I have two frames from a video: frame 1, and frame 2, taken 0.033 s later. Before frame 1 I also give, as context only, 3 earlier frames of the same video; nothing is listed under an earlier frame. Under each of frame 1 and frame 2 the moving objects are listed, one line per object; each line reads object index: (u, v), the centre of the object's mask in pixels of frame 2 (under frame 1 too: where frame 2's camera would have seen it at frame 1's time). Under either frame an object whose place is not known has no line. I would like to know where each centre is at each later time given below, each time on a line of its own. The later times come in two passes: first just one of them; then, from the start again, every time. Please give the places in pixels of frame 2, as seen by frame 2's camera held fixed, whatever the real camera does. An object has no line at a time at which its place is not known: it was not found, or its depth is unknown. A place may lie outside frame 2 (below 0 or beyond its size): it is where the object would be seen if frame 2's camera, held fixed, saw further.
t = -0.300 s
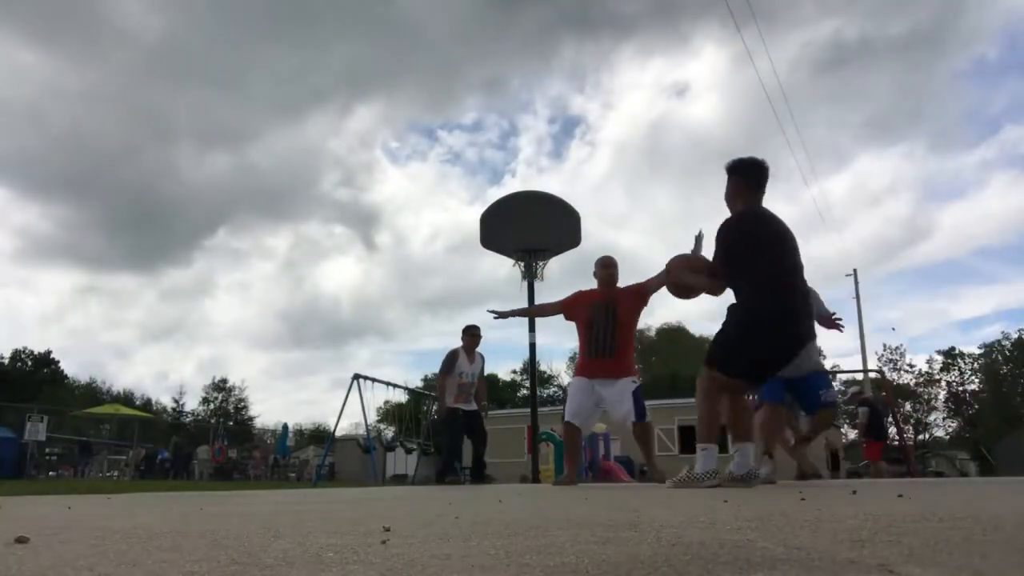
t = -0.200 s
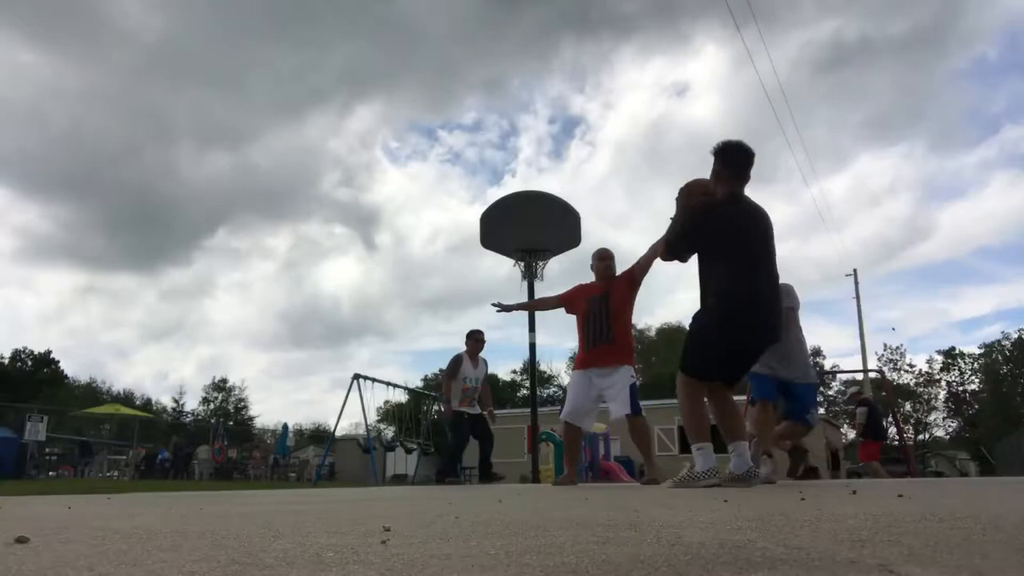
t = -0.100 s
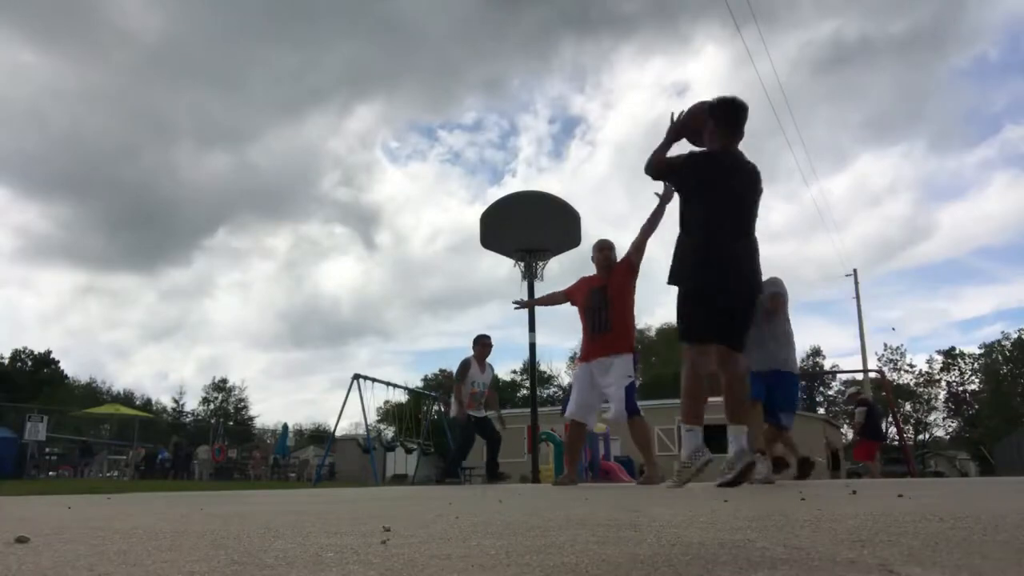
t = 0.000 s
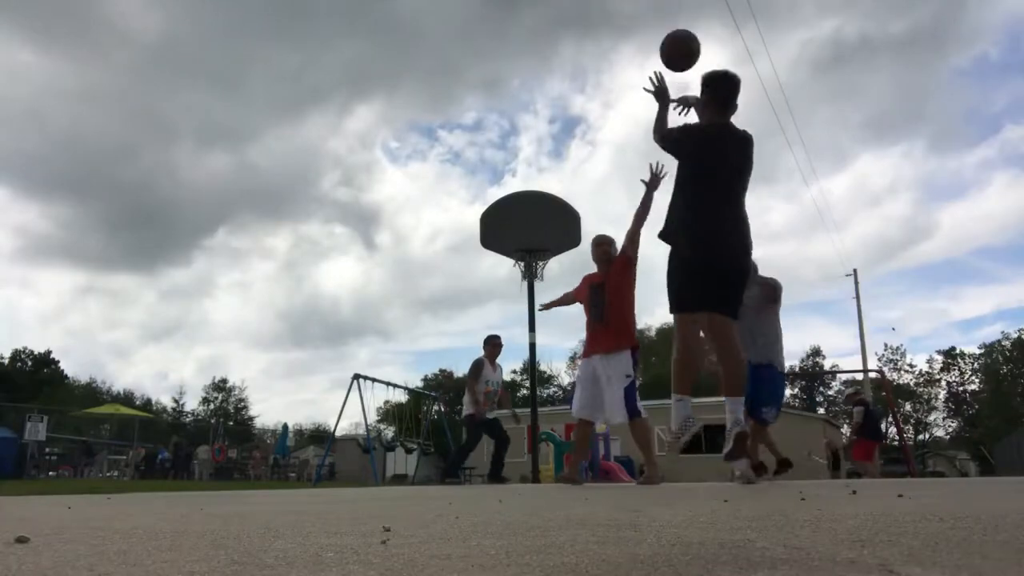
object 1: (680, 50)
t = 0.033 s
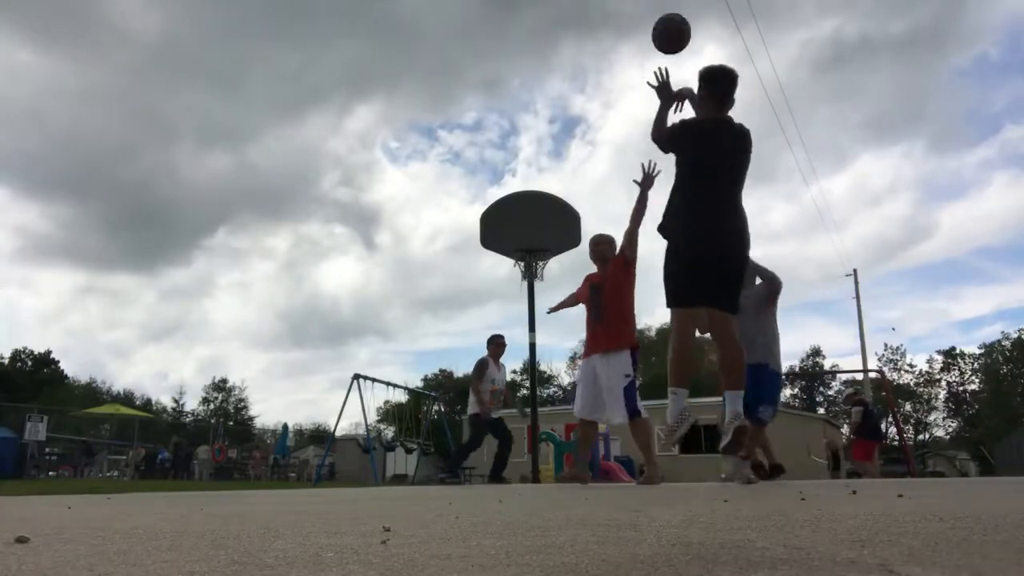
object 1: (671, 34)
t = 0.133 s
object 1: (649, 8)
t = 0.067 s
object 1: (663, 20)
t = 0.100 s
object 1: (655, 12)
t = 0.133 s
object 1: (649, 8)
